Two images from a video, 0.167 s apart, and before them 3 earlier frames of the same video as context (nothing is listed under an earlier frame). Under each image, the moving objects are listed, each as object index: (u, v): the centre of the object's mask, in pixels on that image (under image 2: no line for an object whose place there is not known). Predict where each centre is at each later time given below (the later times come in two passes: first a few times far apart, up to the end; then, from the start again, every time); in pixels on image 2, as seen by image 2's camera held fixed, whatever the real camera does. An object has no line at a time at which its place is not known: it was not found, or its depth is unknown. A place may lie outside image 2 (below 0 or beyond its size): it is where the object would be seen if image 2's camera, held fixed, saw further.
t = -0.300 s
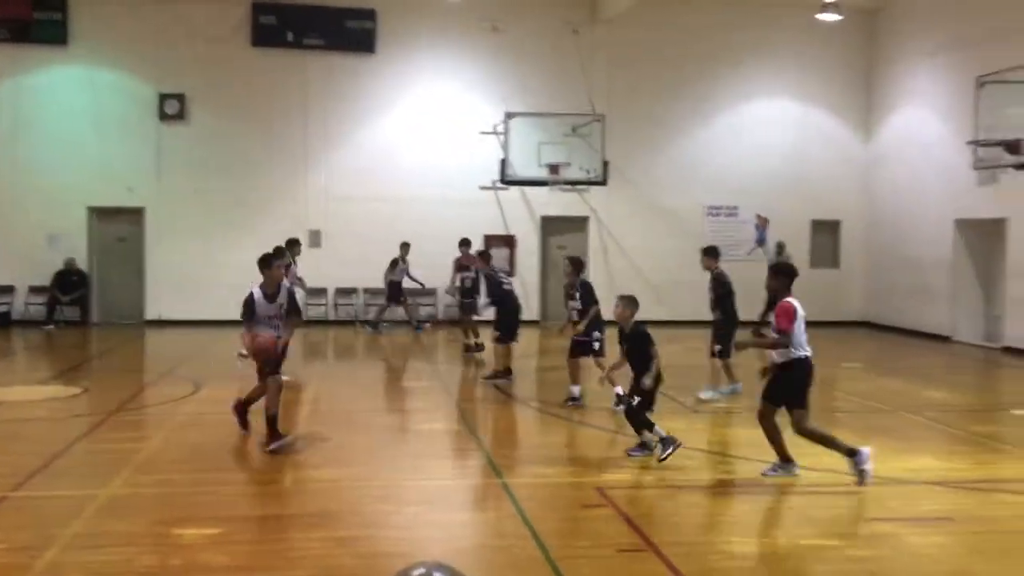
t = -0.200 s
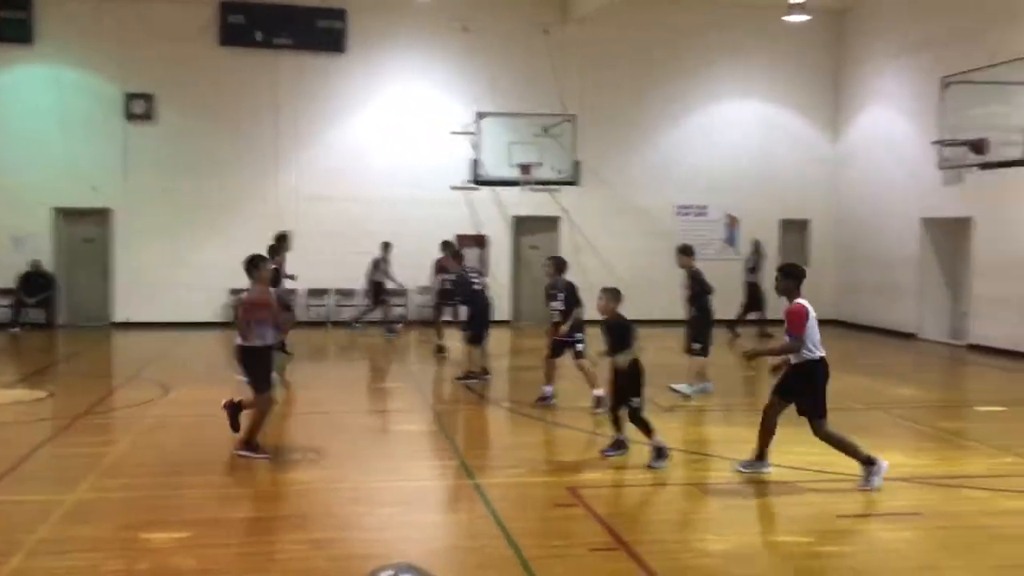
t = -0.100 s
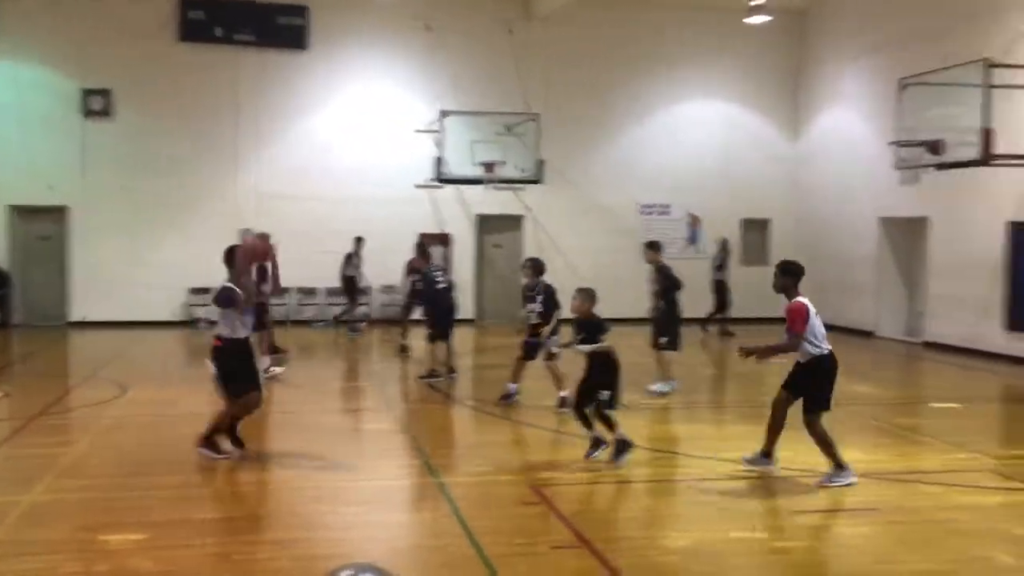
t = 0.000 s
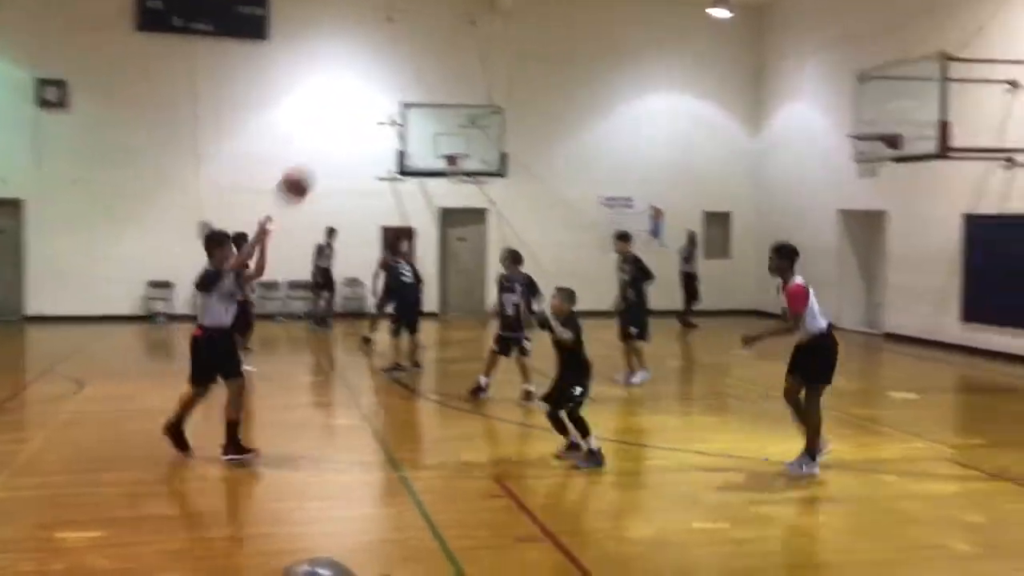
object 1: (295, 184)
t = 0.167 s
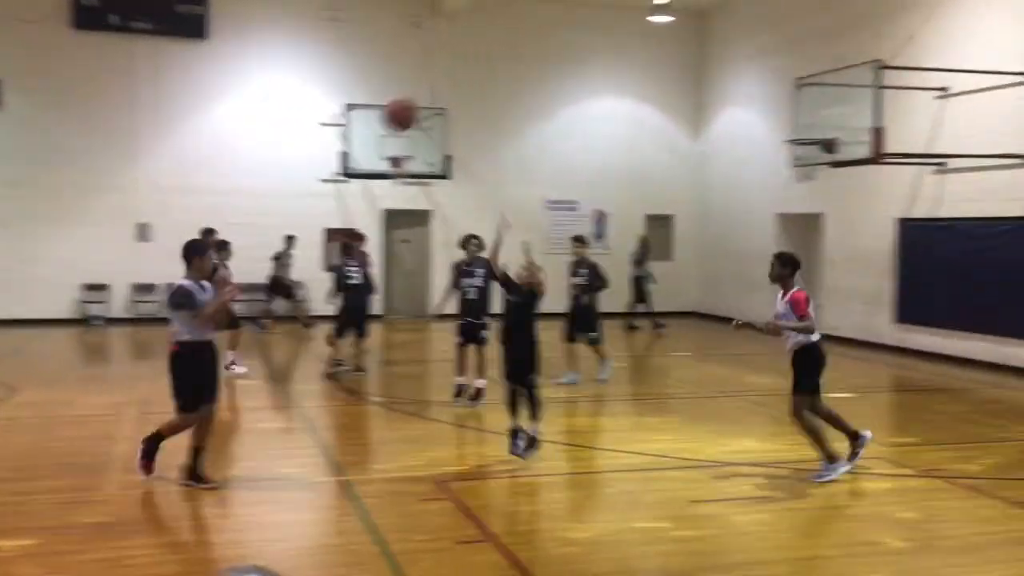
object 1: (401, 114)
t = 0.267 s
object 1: (499, 88)
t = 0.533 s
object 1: (761, 85)
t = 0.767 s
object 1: (991, 163)
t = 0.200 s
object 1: (433, 104)
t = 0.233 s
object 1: (466, 96)
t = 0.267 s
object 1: (499, 88)
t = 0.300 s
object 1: (531, 82)
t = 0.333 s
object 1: (563, 78)
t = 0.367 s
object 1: (596, 75)
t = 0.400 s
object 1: (629, 75)
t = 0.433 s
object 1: (661, 75)
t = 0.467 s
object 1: (695, 77)
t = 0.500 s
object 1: (727, 80)
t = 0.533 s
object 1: (761, 85)
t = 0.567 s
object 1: (793, 91)
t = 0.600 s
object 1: (826, 100)
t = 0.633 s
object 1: (857, 108)
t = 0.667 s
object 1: (892, 120)
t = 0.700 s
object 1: (923, 132)
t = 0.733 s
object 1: (957, 145)
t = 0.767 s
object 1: (991, 163)
